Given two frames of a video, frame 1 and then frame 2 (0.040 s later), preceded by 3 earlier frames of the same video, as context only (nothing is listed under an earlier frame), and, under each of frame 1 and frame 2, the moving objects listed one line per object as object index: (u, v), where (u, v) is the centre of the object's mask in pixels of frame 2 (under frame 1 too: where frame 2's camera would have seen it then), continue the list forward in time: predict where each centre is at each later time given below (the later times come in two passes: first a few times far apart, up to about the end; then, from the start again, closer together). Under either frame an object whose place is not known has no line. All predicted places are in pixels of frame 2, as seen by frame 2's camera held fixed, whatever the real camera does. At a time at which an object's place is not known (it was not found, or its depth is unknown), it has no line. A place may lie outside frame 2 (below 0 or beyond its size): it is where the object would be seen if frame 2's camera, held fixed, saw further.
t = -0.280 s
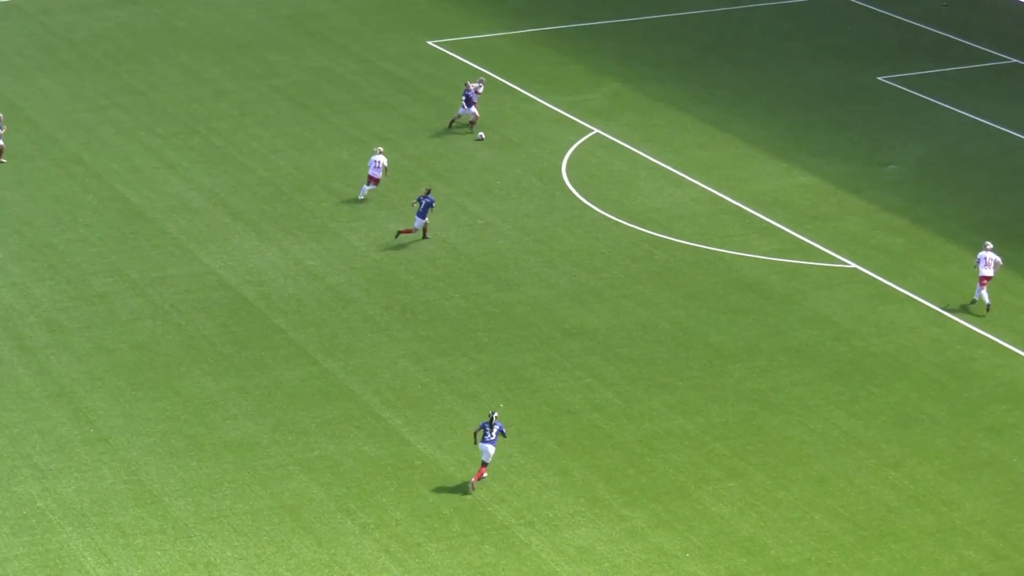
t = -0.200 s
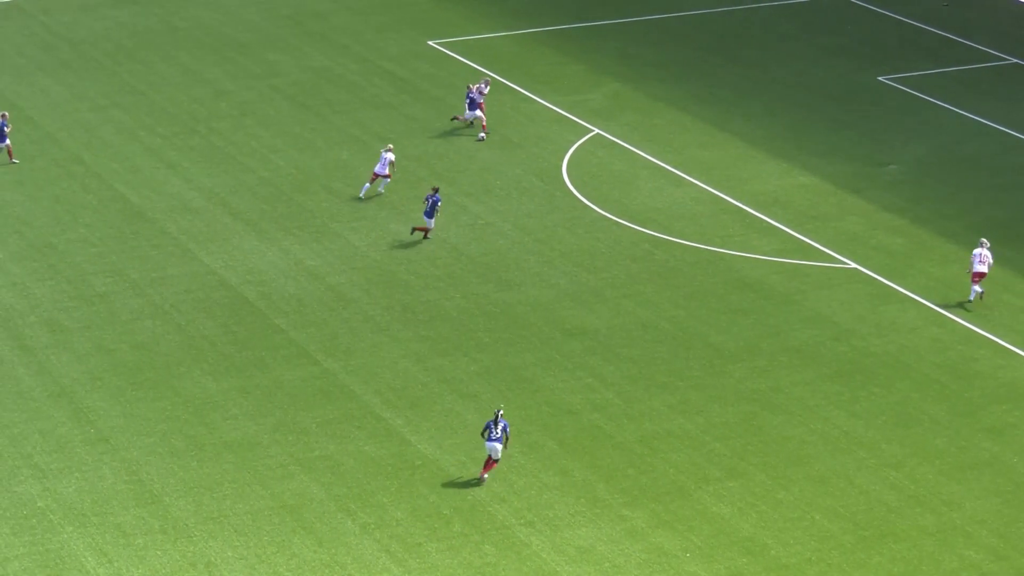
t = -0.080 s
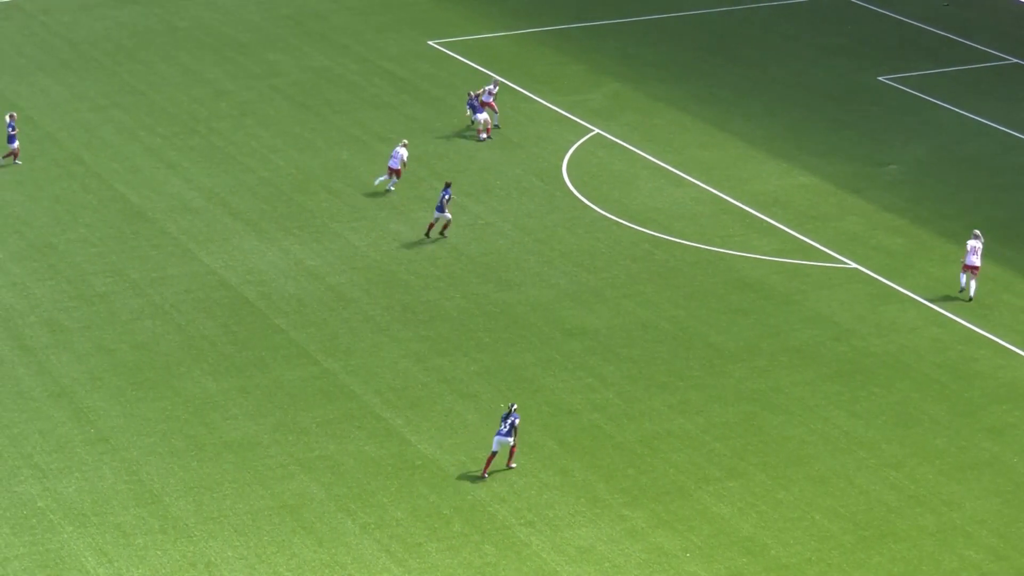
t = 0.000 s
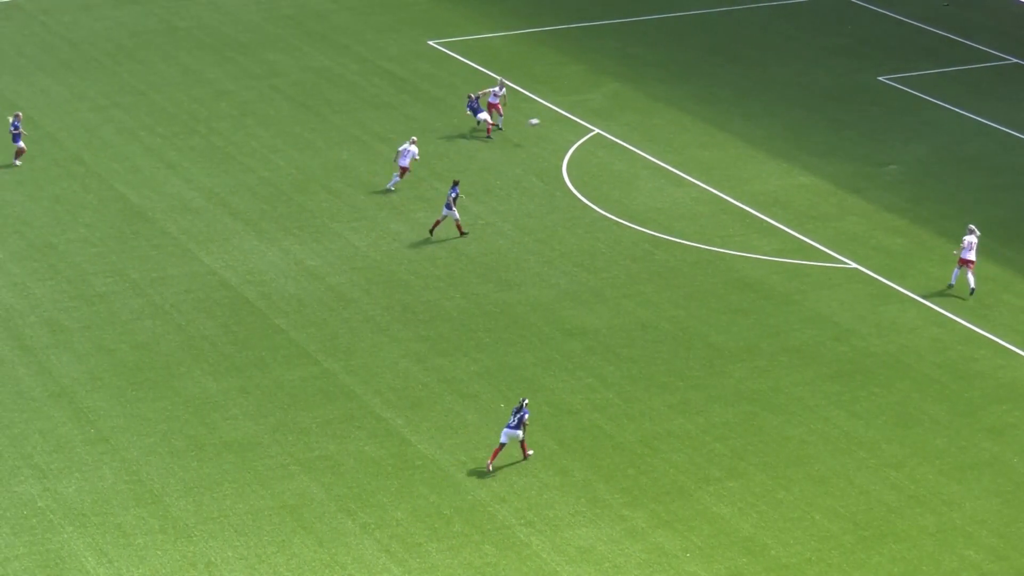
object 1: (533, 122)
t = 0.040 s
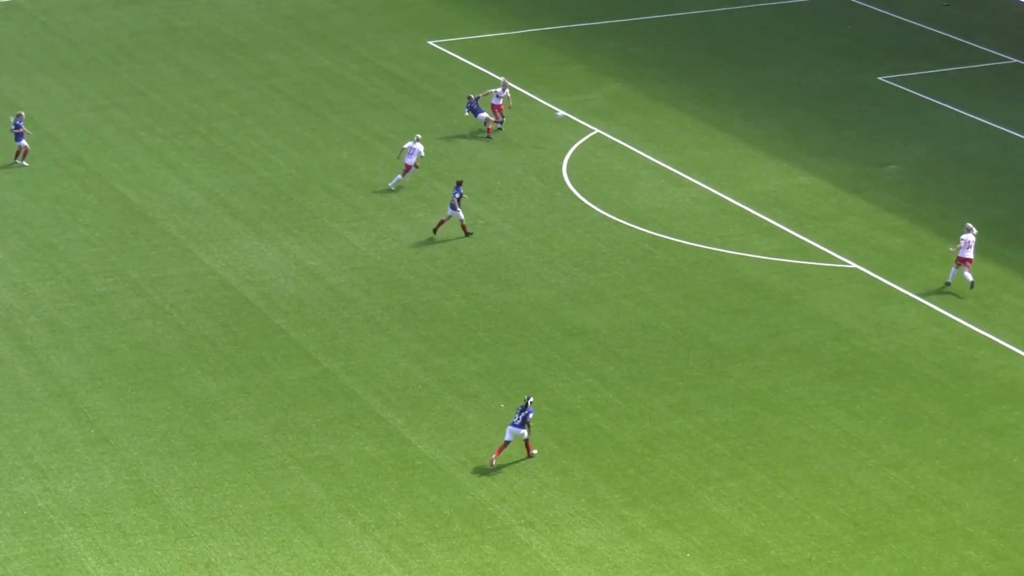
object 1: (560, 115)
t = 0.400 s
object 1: (791, 74)
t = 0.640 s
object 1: (937, 68)
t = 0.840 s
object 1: (1053, 75)
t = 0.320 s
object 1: (741, 80)
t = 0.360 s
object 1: (766, 76)
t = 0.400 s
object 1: (791, 74)
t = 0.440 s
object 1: (815, 72)
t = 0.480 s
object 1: (840, 70)
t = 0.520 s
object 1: (865, 69)
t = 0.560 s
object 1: (890, 68)
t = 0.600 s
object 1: (913, 67)
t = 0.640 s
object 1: (937, 68)
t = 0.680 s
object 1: (961, 68)
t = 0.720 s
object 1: (984, 69)
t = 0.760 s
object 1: (1007, 70)
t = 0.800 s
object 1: (1030, 72)
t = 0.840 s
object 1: (1053, 75)
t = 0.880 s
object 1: (1076, 78)
